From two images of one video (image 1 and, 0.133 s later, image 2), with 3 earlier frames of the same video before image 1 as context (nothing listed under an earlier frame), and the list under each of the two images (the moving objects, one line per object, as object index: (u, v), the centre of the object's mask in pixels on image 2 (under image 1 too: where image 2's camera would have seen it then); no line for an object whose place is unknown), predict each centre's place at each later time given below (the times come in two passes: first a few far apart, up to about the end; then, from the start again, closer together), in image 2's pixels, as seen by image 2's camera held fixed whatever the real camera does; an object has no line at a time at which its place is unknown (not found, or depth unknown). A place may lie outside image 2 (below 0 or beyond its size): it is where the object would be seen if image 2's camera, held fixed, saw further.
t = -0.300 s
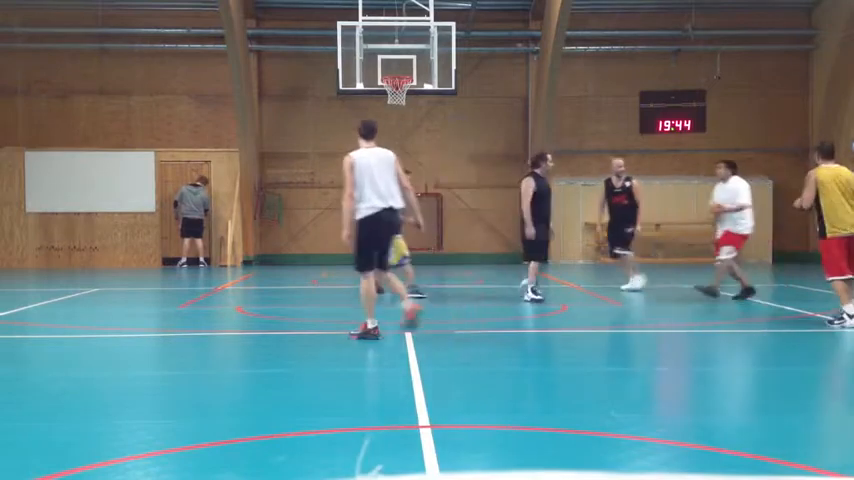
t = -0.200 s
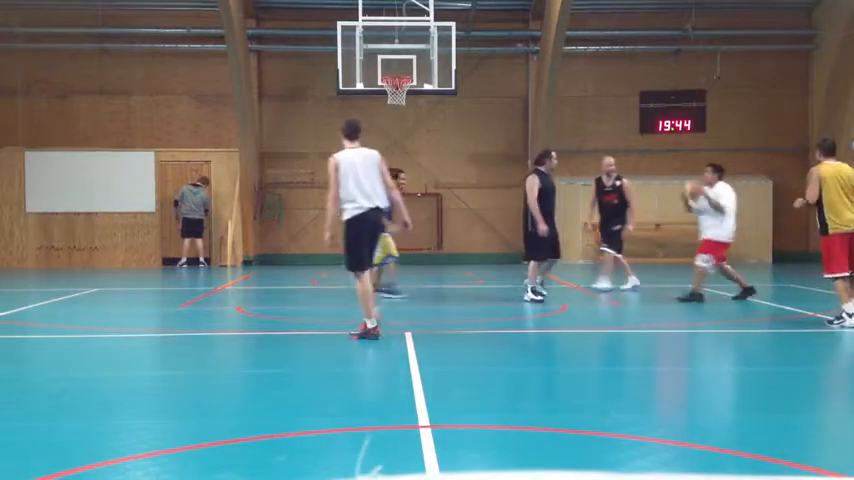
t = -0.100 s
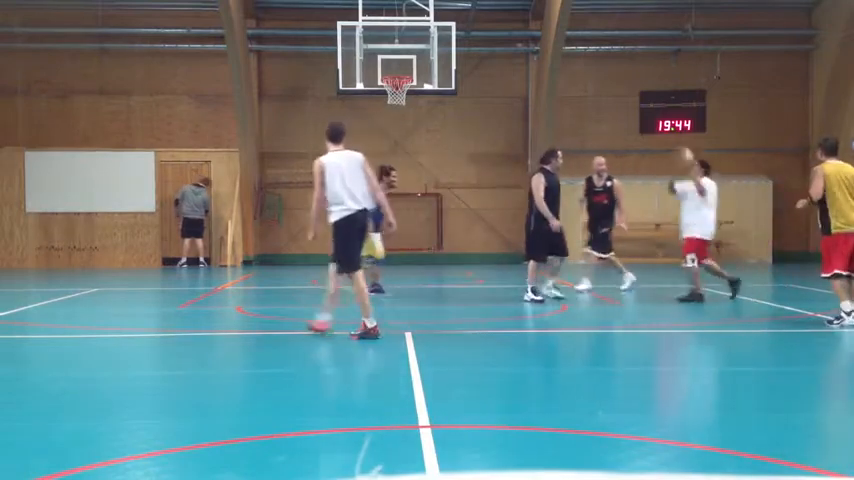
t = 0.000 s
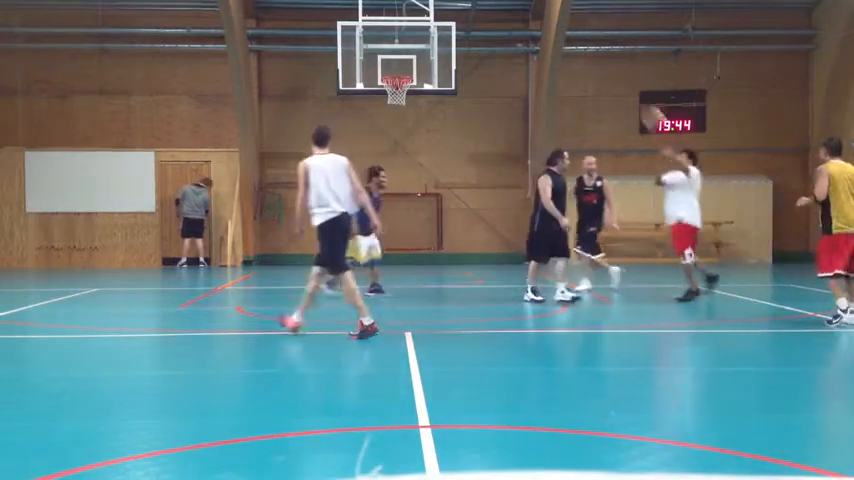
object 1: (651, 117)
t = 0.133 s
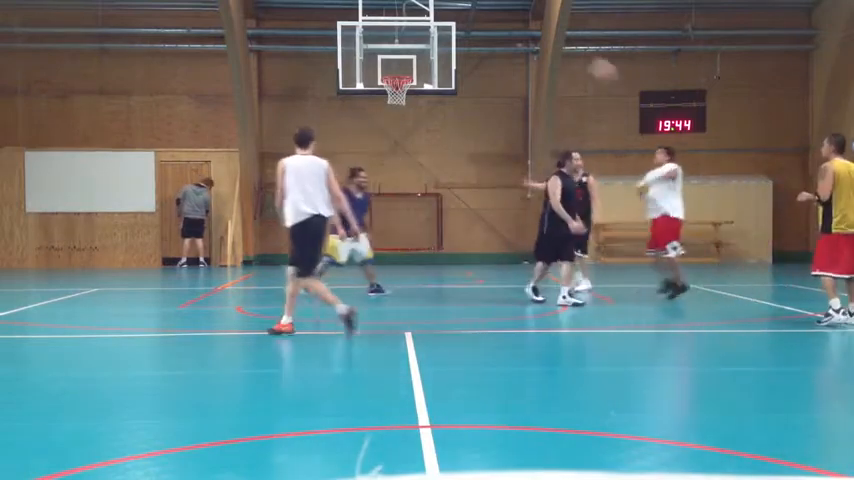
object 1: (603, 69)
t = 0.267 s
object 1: (547, 31)
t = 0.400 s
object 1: (488, 10)
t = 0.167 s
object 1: (591, 60)
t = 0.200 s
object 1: (574, 48)
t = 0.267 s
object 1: (547, 31)
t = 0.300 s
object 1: (530, 26)
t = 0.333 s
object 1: (516, 20)
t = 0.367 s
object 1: (502, 15)
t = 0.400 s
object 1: (488, 10)
